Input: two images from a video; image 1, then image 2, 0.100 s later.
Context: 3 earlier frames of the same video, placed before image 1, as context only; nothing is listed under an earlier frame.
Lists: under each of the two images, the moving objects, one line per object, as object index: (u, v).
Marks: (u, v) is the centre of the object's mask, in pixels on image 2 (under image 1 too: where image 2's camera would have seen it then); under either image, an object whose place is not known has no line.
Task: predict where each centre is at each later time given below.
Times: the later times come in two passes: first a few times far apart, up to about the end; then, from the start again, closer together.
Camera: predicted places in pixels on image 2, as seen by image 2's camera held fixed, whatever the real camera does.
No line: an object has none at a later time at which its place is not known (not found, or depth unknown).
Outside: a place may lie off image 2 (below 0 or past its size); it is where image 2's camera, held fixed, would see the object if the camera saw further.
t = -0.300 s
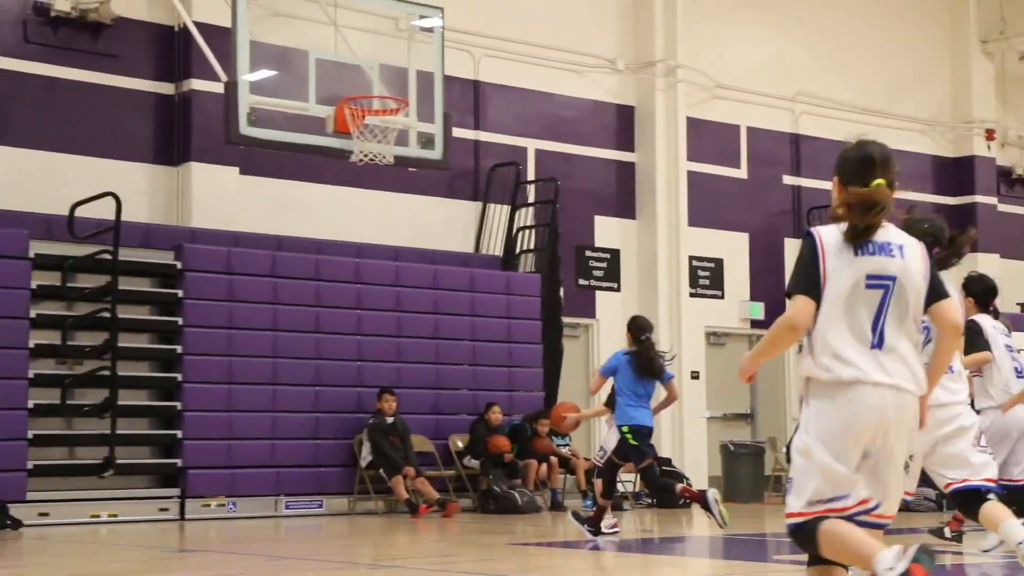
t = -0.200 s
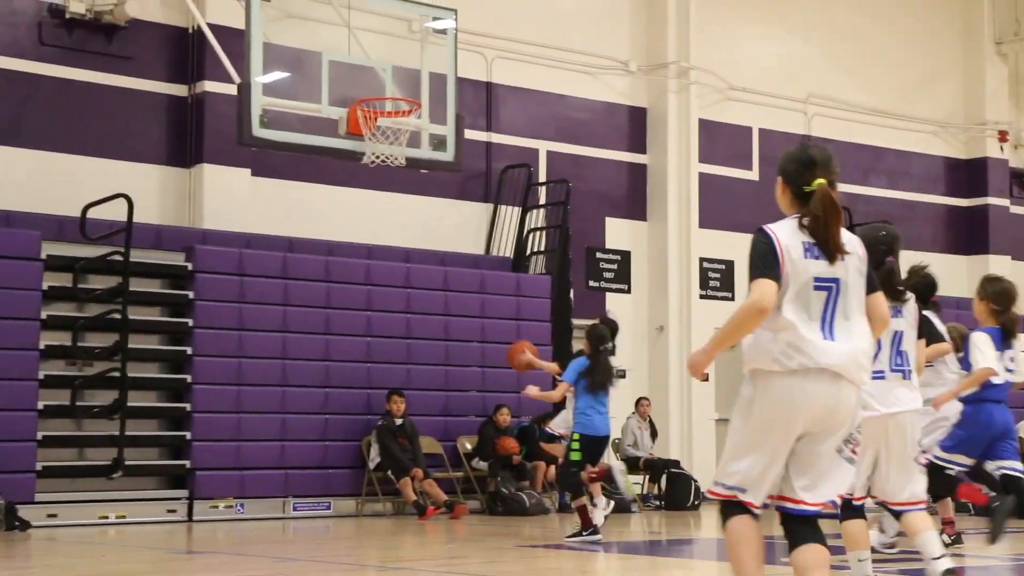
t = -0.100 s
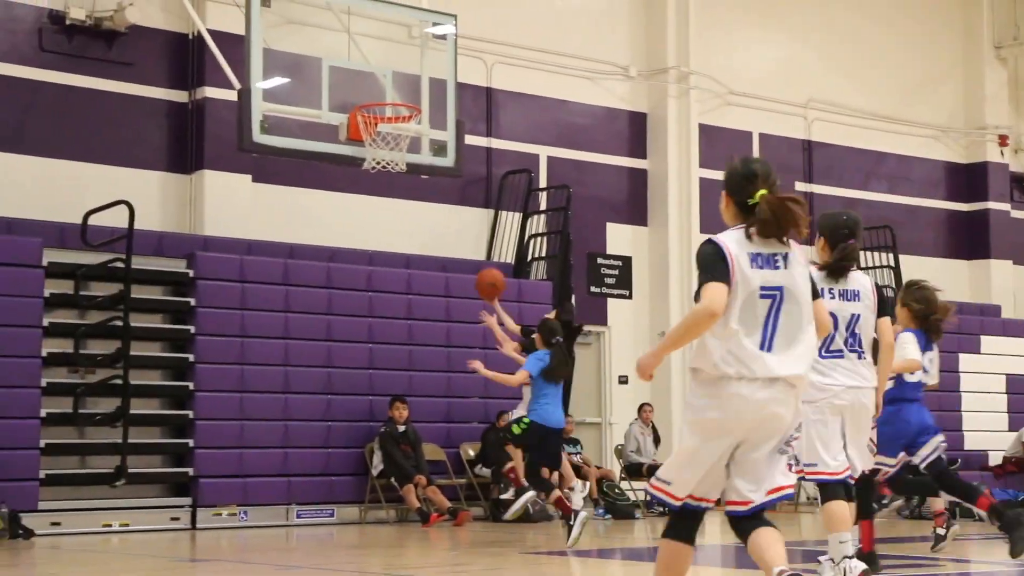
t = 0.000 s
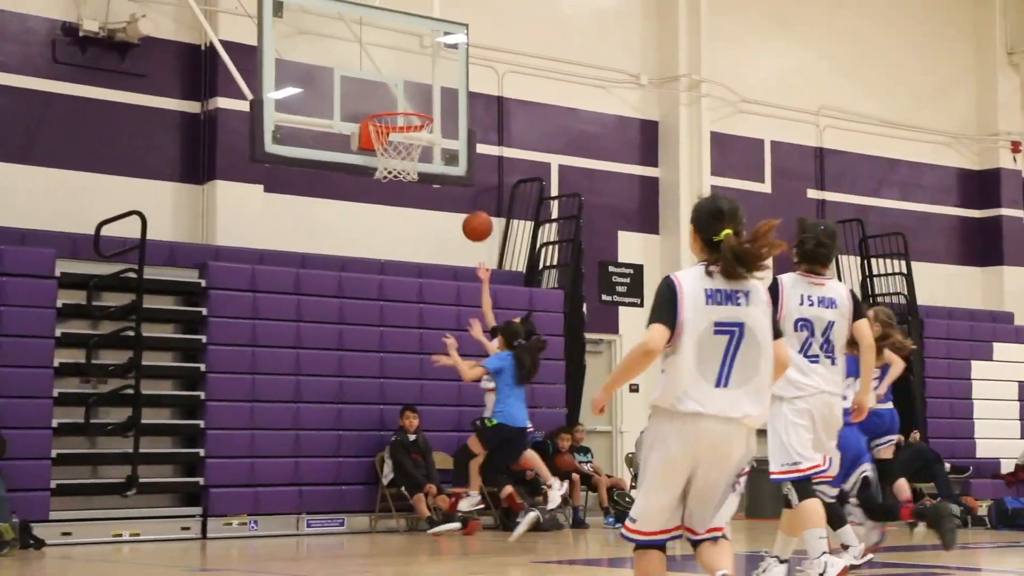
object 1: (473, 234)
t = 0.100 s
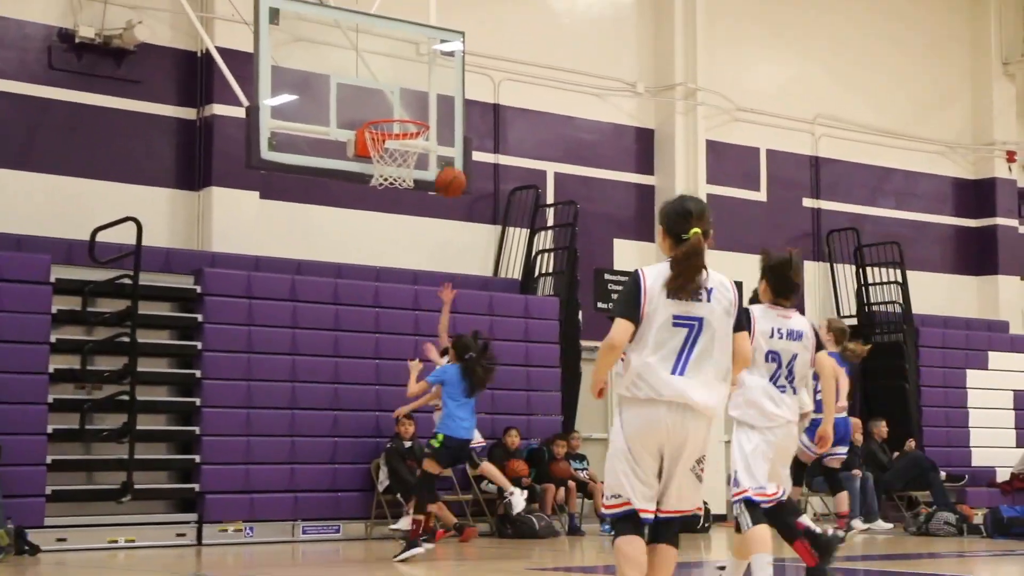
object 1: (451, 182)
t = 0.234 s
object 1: (420, 133)
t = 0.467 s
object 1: (409, 101)
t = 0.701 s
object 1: (402, 143)
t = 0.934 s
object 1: (394, 209)
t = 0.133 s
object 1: (442, 167)
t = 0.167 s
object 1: (435, 155)
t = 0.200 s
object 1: (431, 145)
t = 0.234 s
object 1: (420, 133)
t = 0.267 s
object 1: (413, 120)
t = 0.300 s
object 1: (413, 113)
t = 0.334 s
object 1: (413, 107)
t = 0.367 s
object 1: (412, 104)
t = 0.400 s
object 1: (410, 102)
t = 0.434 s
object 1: (410, 101)
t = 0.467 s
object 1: (409, 101)
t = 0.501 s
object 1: (408, 103)
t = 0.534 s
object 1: (406, 104)
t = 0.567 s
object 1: (406, 107)
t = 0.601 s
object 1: (404, 116)
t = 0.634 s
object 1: (402, 125)
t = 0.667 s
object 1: (402, 134)
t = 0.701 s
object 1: (402, 143)
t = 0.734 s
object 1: (400, 151)
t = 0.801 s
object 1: (400, 171)
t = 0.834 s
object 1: (398, 177)
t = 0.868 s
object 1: (397, 184)
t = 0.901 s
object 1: (396, 196)
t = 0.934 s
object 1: (394, 209)
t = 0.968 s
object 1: (393, 225)
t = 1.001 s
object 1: (391, 242)
